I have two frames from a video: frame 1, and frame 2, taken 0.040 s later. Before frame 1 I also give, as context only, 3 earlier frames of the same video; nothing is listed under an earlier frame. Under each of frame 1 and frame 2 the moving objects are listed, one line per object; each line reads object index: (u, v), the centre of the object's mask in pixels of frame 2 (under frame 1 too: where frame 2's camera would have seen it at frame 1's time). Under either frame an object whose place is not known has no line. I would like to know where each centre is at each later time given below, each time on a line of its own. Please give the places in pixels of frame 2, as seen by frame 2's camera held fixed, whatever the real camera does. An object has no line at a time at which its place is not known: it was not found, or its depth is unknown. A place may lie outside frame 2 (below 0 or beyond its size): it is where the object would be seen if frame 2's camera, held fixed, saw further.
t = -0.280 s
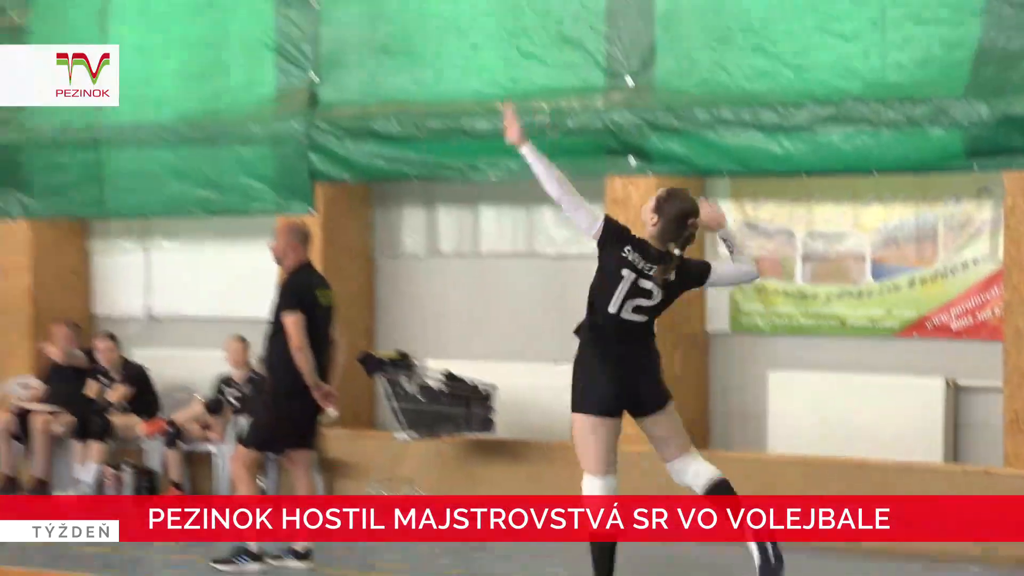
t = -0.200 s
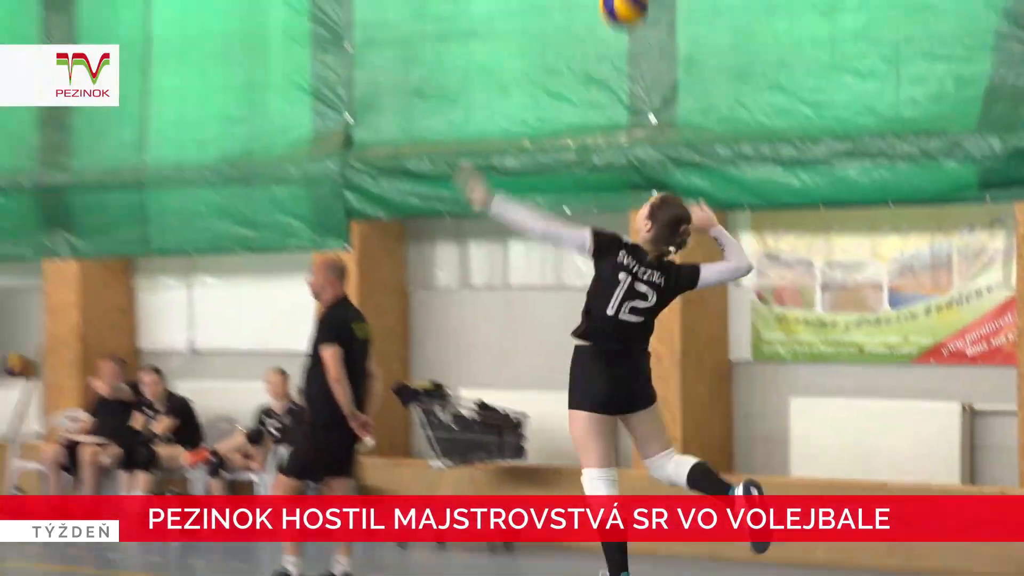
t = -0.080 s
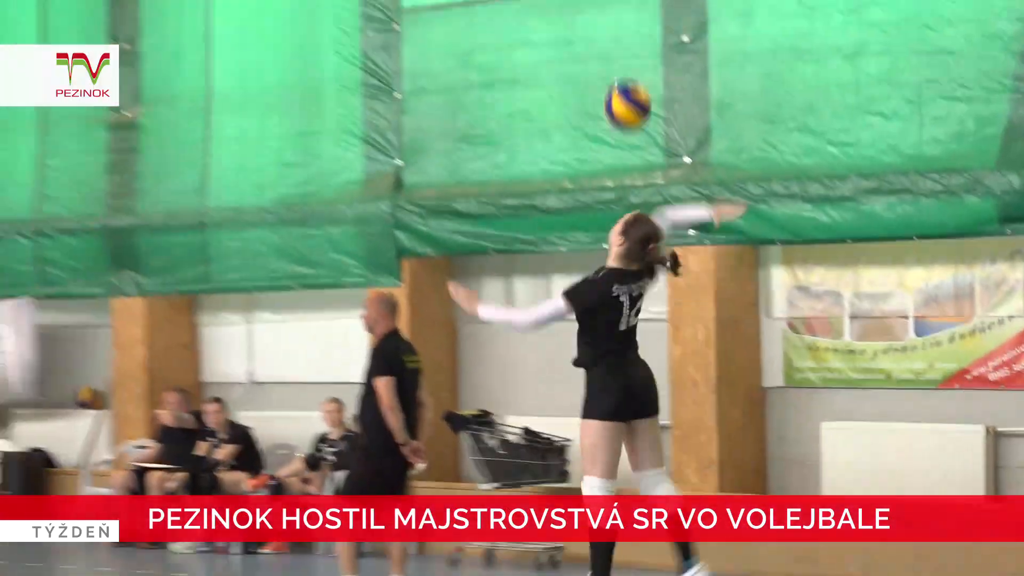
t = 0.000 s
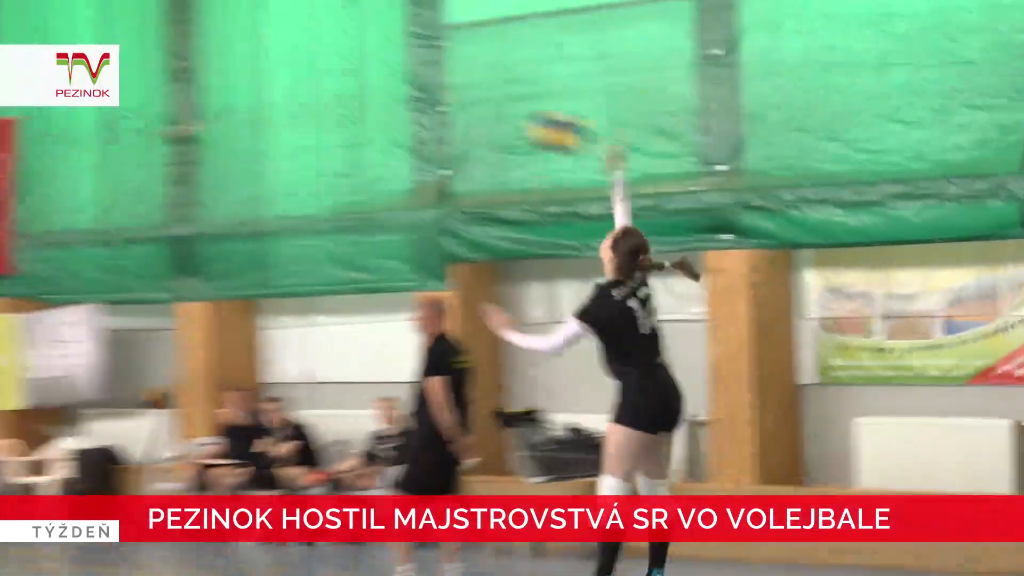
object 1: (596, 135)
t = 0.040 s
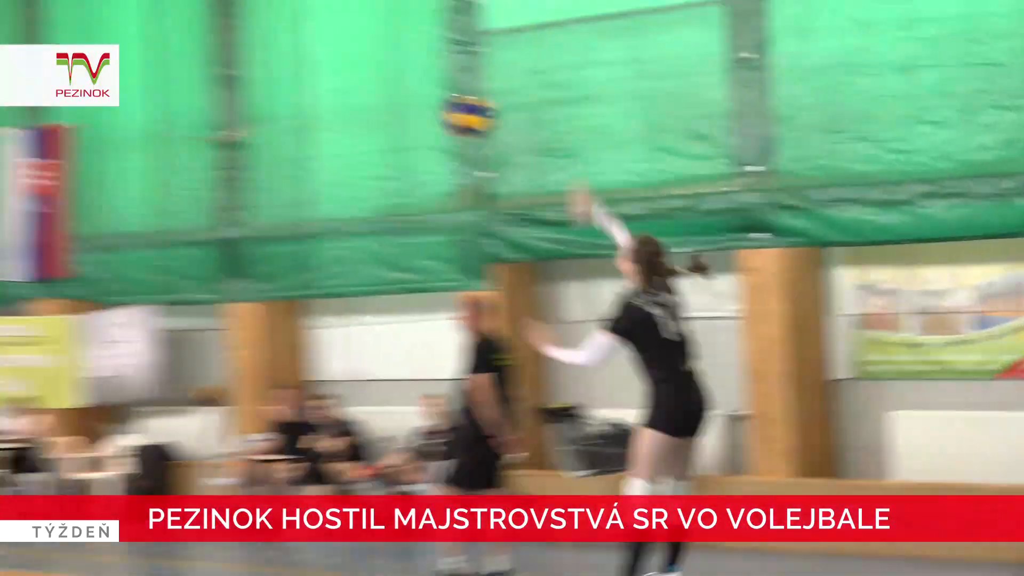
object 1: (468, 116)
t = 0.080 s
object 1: (348, 100)
